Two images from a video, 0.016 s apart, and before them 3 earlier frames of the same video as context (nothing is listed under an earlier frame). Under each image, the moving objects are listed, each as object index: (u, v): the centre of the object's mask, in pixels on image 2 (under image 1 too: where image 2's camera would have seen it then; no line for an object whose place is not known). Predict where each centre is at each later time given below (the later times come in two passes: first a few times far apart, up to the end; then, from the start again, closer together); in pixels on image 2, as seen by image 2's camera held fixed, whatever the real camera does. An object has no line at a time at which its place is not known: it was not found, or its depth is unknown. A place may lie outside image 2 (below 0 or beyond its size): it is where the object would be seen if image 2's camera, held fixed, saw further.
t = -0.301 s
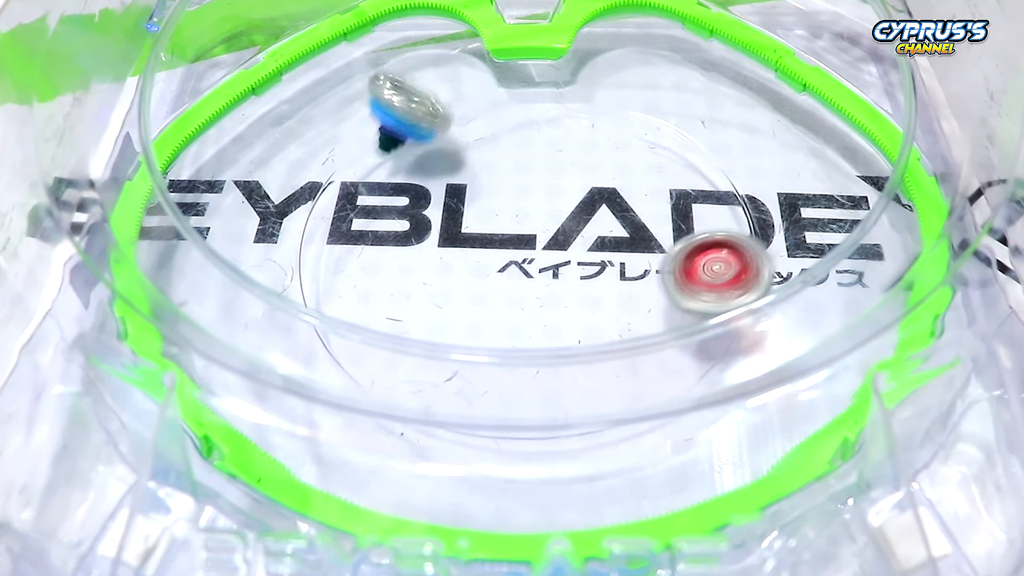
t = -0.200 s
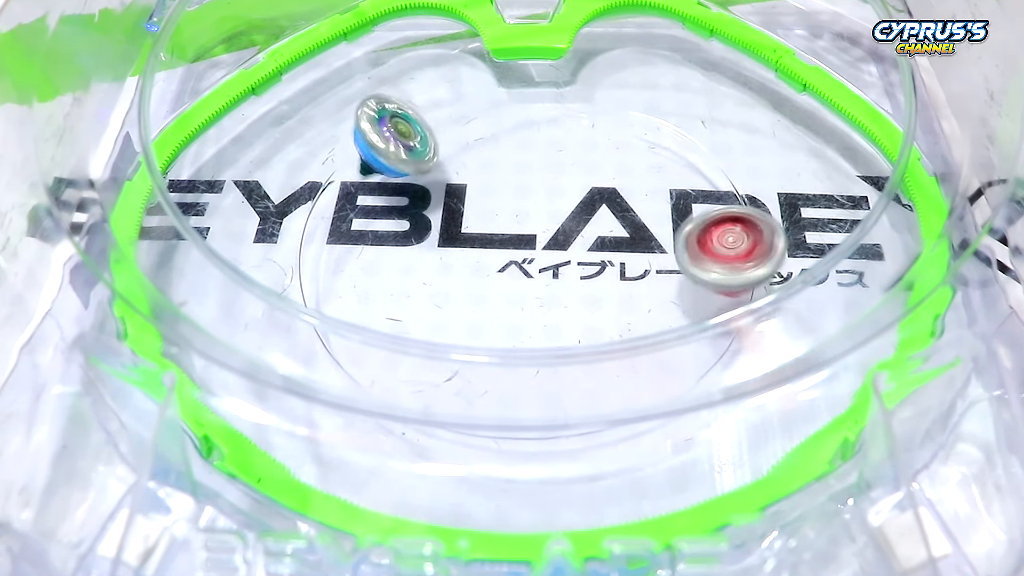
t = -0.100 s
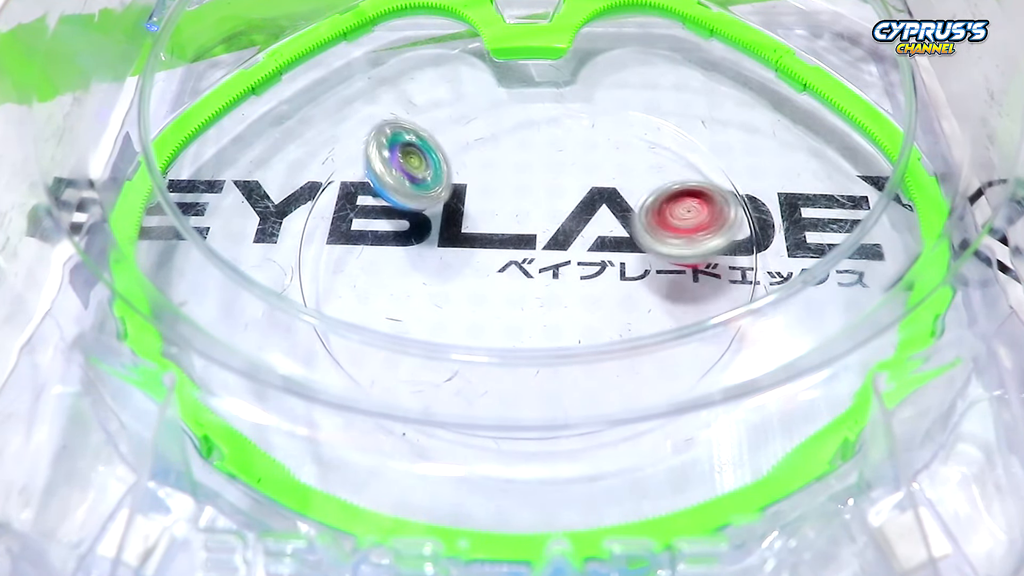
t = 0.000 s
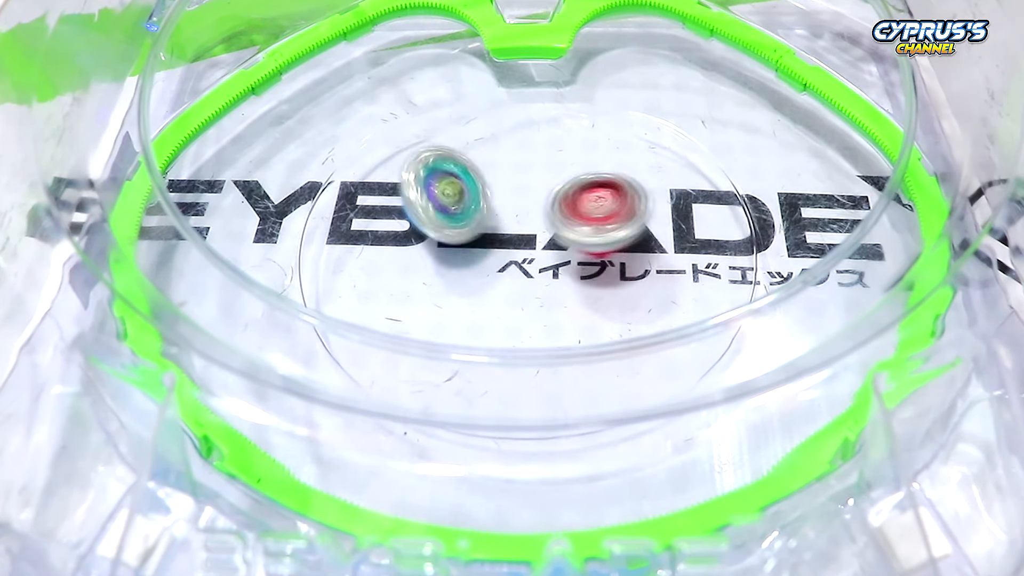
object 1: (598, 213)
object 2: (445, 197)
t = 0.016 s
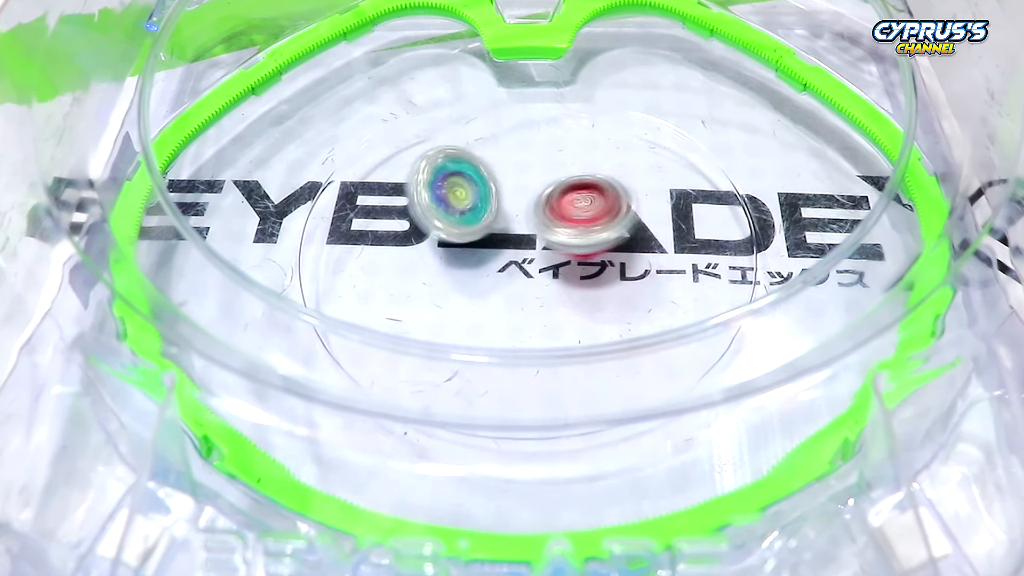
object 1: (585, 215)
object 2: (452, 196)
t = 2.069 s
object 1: (612, 102)
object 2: (539, 244)
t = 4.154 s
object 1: (549, 114)
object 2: (562, 212)
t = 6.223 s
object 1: (486, 116)
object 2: (541, 251)
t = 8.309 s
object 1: (603, 134)
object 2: (523, 215)
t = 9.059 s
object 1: (584, 314)
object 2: (505, 165)
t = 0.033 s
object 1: (568, 216)
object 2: (463, 196)
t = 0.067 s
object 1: (548, 226)
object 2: (470, 193)
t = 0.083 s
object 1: (546, 236)
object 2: (471, 182)
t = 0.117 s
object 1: (543, 269)
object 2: (472, 168)
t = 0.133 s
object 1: (541, 281)
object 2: (476, 159)
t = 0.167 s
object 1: (543, 301)
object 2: (486, 148)
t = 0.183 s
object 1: (546, 309)
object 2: (495, 141)
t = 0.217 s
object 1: (553, 318)
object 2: (511, 139)
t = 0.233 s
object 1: (557, 322)
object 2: (519, 137)
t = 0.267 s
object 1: (569, 347)
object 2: (535, 138)
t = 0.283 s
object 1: (577, 366)
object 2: (542, 140)
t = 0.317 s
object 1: (590, 372)
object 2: (557, 145)
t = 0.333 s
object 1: (598, 378)
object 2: (565, 146)
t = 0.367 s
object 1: (611, 373)
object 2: (579, 154)
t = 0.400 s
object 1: (620, 361)
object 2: (592, 160)
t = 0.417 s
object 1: (622, 342)
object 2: (598, 166)
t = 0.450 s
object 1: (621, 338)
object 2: (609, 175)
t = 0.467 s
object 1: (619, 329)
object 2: (613, 180)
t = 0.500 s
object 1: (611, 314)
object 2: (623, 190)
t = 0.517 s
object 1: (609, 311)
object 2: (628, 197)
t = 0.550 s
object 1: (599, 302)
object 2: (633, 208)
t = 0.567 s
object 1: (592, 296)
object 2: (637, 212)
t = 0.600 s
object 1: (570, 284)
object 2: (647, 224)
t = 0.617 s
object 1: (548, 284)
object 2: (653, 226)
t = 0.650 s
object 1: (512, 280)
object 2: (667, 229)
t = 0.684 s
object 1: (480, 277)
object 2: (675, 237)
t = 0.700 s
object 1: (466, 276)
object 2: (676, 238)
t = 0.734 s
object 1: (440, 275)
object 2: (673, 244)
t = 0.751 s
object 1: (428, 274)
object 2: (670, 248)
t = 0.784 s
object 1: (406, 273)
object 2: (662, 254)
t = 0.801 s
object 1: (394, 273)
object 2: (657, 256)
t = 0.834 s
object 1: (375, 272)
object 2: (644, 262)
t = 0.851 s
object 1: (368, 272)
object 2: (637, 264)
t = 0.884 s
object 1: (349, 271)
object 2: (620, 270)
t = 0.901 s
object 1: (340, 269)
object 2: (610, 272)
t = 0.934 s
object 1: (323, 266)
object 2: (589, 278)
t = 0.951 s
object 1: (315, 264)
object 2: (578, 280)
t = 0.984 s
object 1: (316, 262)
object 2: (554, 284)
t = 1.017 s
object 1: (320, 258)
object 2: (530, 286)
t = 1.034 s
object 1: (322, 256)
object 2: (518, 286)
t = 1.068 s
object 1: (323, 249)
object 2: (496, 284)
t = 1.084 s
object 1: (322, 244)
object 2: (484, 280)
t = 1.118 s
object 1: (322, 236)
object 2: (464, 275)
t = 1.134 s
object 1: (323, 232)
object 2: (454, 273)
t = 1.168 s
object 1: (326, 224)
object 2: (437, 266)
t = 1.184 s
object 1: (328, 220)
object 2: (431, 261)
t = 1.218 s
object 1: (314, 204)
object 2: (446, 260)
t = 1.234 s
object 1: (310, 198)
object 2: (455, 259)
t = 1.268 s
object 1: (318, 188)
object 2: (470, 259)
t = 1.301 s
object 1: (326, 180)
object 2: (484, 257)
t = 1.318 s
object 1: (331, 176)
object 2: (489, 257)
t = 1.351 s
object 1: (338, 169)
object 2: (499, 255)
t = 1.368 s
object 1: (340, 167)
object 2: (503, 252)
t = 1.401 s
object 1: (346, 160)
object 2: (510, 247)
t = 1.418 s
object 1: (350, 156)
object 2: (515, 243)
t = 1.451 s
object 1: (358, 147)
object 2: (523, 237)
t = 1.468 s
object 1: (362, 141)
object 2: (527, 234)
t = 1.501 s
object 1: (374, 131)
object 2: (535, 228)
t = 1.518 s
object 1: (381, 128)
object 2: (538, 226)
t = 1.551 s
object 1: (395, 119)
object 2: (547, 221)
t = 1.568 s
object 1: (400, 115)
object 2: (550, 219)
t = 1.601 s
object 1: (414, 107)
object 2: (558, 217)
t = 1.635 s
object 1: (429, 100)
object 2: (564, 215)
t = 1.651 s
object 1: (438, 97)
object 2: (568, 214)
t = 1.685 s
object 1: (454, 91)
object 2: (573, 214)
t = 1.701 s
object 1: (460, 88)
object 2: (575, 214)
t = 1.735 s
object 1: (475, 84)
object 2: (578, 216)
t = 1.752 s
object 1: (483, 82)
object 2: (578, 216)
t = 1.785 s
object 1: (496, 80)
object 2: (578, 218)
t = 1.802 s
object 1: (502, 79)
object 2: (577, 218)
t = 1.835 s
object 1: (517, 79)
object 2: (575, 219)
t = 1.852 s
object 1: (525, 79)
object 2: (574, 220)
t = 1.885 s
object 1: (541, 80)
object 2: (571, 222)
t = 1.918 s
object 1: (556, 81)
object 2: (566, 224)
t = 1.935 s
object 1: (562, 82)
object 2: (564, 226)
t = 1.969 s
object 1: (575, 85)
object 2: (558, 229)
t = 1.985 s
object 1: (583, 87)
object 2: (555, 231)
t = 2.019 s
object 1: (595, 91)
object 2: (549, 236)
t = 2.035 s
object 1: (601, 95)
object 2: (546, 237)
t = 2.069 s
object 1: (612, 102)
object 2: (539, 244)
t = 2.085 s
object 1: (619, 106)
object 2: (536, 245)
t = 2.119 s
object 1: (632, 114)
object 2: (529, 248)
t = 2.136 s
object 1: (635, 119)
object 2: (525, 251)
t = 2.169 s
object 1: (646, 128)
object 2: (516, 254)
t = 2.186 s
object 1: (652, 133)
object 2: (512, 255)
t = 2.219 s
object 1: (660, 144)
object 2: (504, 256)
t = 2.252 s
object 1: (667, 156)
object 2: (496, 256)
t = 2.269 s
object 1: (670, 163)
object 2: (492, 254)
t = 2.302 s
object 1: (674, 175)
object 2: (486, 253)
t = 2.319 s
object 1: (677, 182)
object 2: (484, 250)
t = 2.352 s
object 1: (682, 195)
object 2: (480, 246)
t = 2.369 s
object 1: (683, 203)
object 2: (479, 245)
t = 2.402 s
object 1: (687, 215)
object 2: (477, 240)
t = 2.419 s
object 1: (689, 220)
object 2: (478, 238)
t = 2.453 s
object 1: (690, 232)
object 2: (479, 232)
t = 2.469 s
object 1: (689, 240)
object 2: (481, 229)
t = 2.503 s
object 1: (688, 251)
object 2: (484, 223)
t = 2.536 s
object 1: (684, 263)
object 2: (487, 216)
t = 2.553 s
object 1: (681, 267)
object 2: (489, 213)
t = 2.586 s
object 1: (674, 279)
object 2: (491, 207)
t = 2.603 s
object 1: (672, 282)
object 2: (493, 203)
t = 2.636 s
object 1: (662, 292)
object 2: (497, 198)
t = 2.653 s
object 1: (656, 295)
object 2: (500, 195)
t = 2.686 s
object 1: (643, 302)
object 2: (505, 191)
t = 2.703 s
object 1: (638, 306)
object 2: (508, 190)
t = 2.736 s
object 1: (624, 310)
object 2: (516, 186)
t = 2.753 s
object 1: (615, 313)
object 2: (518, 185)
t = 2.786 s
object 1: (600, 316)
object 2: (525, 183)
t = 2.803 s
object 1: (593, 317)
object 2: (529, 183)
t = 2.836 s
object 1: (578, 319)
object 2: (536, 183)
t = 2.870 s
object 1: (559, 321)
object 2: (543, 185)
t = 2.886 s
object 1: (550, 322)
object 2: (546, 186)
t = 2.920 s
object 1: (532, 322)
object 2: (552, 189)
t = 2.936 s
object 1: (523, 322)
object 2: (555, 190)
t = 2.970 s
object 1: (506, 322)
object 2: (559, 194)
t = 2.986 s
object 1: (499, 321)
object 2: (562, 196)
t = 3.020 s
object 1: (481, 318)
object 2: (566, 201)
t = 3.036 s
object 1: (472, 317)
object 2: (568, 205)
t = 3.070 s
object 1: (456, 313)
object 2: (571, 210)
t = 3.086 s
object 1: (450, 311)
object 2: (572, 213)
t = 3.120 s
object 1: (435, 307)
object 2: (573, 220)
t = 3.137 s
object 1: (428, 304)
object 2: (572, 222)
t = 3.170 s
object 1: (417, 298)
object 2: (570, 230)
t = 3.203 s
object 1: (407, 292)
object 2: (566, 236)
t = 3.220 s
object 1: (402, 289)
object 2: (563, 240)
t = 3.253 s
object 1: (396, 279)
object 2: (556, 245)
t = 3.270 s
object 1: (394, 275)
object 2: (552, 248)
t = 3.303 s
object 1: (390, 264)
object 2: (544, 254)
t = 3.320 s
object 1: (388, 260)
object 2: (539, 254)
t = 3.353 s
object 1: (387, 248)
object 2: (530, 259)
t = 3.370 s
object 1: (386, 242)
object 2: (525, 259)
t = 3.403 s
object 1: (385, 231)
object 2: (517, 260)
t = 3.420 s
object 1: (386, 226)
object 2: (512, 261)
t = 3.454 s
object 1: (387, 216)
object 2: (503, 259)
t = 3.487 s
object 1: (389, 206)
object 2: (495, 256)
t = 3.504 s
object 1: (391, 202)
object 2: (492, 255)
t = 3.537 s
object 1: (396, 191)
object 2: (488, 249)
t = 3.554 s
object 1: (399, 185)
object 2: (485, 248)
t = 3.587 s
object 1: (405, 175)
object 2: (482, 241)
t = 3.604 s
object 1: (410, 172)
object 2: (481, 239)
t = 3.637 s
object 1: (416, 161)
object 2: (481, 233)
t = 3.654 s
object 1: (419, 157)
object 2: (482, 230)
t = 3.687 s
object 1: (426, 150)
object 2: (483, 223)
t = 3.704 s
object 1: (431, 145)
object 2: (484, 220)
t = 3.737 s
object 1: (439, 137)
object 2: (488, 214)
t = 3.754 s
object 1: (444, 135)
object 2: (490, 211)
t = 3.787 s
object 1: (454, 129)
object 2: (493, 206)
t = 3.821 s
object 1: (464, 124)
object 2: (498, 202)
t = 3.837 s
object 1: (469, 121)
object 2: (502, 203)
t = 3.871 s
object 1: (479, 114)
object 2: (510, 201)
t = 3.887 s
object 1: (483, 110)
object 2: (513, 201)
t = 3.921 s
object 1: (491, 105)
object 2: (521, 199)
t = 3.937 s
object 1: (497, 102)
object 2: (525, 199)
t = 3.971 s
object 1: (505, 99)
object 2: (533, 199)
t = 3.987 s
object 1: (509, 98)
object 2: (537, 199)
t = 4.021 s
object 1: (516, 98)
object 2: (544, 201)
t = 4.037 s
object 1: (520, 98)
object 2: (547, 201)
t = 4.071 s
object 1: (526, 101)
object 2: (551, 203)
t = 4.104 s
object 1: (535, 105)
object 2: (557, 207)
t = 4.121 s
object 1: (540, 108)
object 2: (558, 208)
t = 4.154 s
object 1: (549, 114)
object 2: (562, 212)
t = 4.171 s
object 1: (555, 119)
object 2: (562, 215)
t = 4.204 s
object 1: (565, 126)
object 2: (563, 220)
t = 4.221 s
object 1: (568, 130)
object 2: (562, 222)
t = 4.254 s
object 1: (580, 139)
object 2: (560, 228)
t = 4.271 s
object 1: (586, 144)
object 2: (558, 230)
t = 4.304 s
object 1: (597, 155)
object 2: (554, 237)
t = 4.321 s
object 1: (603, 160)
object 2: (551, 239)
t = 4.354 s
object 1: (617, 167)
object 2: (541, 249)
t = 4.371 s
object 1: (623, 170)
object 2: (536, 251)
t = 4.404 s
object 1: (636, 176)
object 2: (525, 258)
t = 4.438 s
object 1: (648, 181)
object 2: (514, 264)
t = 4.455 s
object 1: (651, 183)
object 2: (508, 264)
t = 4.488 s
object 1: (660, 189)
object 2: (496, 267)
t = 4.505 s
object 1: (663, 191)
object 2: (490, 265)
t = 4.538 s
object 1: (667, 197)
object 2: (481, 265)
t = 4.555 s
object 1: (670, 200)
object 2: (477, 262)
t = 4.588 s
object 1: (671, 206)
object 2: (469, 260)
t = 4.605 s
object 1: (670, 209)
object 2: (465, 255)
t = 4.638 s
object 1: (667, 216)
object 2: (460, 252)
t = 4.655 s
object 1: (664, 220)
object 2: (458, 247)
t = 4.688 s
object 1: (658, 227)
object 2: (456, 243)
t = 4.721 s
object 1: (649, 236)
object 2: (456, 236)
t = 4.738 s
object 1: (644, 239)
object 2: (457, 232)
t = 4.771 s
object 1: (633, 248)
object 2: (457, 225)
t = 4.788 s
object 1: (627, 253)
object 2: (460, 222)
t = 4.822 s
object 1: (613, 262)
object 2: (463, 215)
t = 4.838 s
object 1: (606, 268)
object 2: (466, 213)
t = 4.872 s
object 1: (593, 278)
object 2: (472, 207)
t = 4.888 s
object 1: (585, 283)
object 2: (476, 204)
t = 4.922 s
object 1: (572, 294)
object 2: (485, 200)
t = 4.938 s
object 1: (566, 296)
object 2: (488, 198)
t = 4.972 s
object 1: (552, 303)
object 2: (499, 195)
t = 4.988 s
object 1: (547, 304)
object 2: (503, 193)
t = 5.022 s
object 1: (534, 310)
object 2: (516, 192)
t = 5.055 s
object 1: (522, 314)
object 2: (527, 191)
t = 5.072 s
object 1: (518, 316)
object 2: (532, 193)
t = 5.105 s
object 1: (507, 317)
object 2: (543, 194)
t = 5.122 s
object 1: (501, 318)
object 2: (547, 197)
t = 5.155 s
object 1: (495, 318)
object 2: (556, 200)
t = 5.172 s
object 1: (491, 318)
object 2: (560, 204)
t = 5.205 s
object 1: (486, 316)
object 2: (567, 209)
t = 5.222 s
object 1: (482, 314)
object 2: (570, 213)
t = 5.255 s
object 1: (476, 311)
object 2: (574, 219)
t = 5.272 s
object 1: (476, 309)
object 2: (576, 223)
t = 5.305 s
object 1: (469, 301)
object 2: (578, 230)
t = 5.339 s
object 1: (463, 294)
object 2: (578, 238)
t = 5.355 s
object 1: (461, 288)
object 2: (577, 241)
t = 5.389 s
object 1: (456, 277)
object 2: (574, 251)
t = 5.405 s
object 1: (454, 272)
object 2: (572, 253)
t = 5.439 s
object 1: (449, 260)
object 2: (566, 261)
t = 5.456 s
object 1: (446, 254)
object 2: (562, 263)
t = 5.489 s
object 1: (442, 242)
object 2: (554, 269)
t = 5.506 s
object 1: (438, 236)
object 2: (549, 270)
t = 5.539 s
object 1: (434, 223)
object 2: (538, 274)
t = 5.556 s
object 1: (432, 217)
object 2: (533, 273)
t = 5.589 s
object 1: (427, 207)
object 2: (522, 274)
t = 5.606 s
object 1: (426, 202)
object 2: (517, 272)
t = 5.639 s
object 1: (422, 191)
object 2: (507, 271)
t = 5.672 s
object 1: (420, 183)
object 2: (498, 265)
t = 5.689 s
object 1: (421, 179)
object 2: (494, 262)
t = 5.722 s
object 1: (420, 170)
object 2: (487, 254)
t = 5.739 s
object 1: (421, 168)
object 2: (485, 251)
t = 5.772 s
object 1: (422, 161)
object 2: (481, 242)
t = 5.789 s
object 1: (423, 159)
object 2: (480, 239)
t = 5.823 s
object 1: (426, 154)
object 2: (479, 228)
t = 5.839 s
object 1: (426, 149)
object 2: (483, 231)
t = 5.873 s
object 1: (425, 132)
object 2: (493, 238)
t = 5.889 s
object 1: (424, 126)
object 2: (498, 244)
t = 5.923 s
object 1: (424, 117)
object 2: (505, 248)
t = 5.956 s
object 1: (426, 108)
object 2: (512, 254)
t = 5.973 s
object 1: (426, 106)
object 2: (515, 253)
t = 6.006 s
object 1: (430, 101)
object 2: (522, 253)
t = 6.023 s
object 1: (432, 99)
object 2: (524, 254)
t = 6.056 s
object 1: (438, 97)
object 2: (532, 252)
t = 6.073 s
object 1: (440, 97)
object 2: (534, 254)
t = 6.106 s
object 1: (449, 97)
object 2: (539, 251)
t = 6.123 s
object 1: (454, 98)
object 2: (541, 252)
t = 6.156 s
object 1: (461, 102)
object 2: (542, 251)
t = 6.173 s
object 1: (467, 105)
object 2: (543, 251)
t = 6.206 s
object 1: (477, 111)
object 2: (542, 251)
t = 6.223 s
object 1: (486, 116)
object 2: (541, 251)
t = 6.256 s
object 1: (499, 123)
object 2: (540, 252)
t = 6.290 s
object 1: (513, 132)
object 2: (538, 251)
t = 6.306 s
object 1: (520, 136)
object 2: (537, 251)
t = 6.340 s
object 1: (532, 144)
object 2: (534, 248)
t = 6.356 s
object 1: (539, 148)
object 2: (533, 249)
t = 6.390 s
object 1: (550, 157)
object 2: (529, 245)
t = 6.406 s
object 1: (558, 162)
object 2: (527, 246)
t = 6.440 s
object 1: (571, 169)
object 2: (522, 245)
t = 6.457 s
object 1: (578, 173)
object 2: (520, 244)
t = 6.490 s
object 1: (590, 179)
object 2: (517, 243)
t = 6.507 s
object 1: (597, 184)
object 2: (516, 240)
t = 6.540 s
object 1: (609, 191)
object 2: (513, 238)
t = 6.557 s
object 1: (615, 196)
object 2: (514, 234)
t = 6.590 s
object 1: (627, 204)
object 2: (512, 231)
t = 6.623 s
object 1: (637, 212)
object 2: (514, 225)
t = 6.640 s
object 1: (642, 218)
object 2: (514, 224)
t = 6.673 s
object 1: (649, 226)
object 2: (516, 220)
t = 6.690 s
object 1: (653, 232)
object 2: (516, 218)
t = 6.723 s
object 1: (660, 240)
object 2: (519, 218)
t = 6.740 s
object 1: (663, 246)
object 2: (521, 216)
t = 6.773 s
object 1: (667, 253)
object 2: (525, 215)
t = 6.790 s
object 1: (667, 259)
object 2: (527, 215)
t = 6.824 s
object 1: (668, 265)
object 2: (531, 214)
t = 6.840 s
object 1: (667, 269)
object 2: (532, 215)
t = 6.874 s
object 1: (664, 275)
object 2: (536, 215)
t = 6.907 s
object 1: (656, 279)
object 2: (538, 217)
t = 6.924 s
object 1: (652, 282)
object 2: (539, 217)
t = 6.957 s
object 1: (641, 286)
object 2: (542, 220)
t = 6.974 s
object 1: (634, 290)
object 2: (542, 222)
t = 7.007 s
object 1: (618, 292)
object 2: (544, 225)
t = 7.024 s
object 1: (609, 295)
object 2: (544, 227)
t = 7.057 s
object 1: (594, 297)
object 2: (542, 228)
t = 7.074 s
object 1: (583, 298)
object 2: (542, 230)
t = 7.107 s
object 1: (567, 301)
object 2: (539, 230)
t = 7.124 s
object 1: (557, 304)
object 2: (538, 229)
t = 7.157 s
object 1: (542, 307)
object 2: (533, 228)
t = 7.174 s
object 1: (533, 308)
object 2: (531, 227)
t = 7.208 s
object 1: (518, 311)
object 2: (527, 229)
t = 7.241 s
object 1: (502, 312)
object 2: (522, 226)
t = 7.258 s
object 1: (493, 313)
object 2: (520, 227)
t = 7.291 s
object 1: (478, 312)
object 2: (518, 225)
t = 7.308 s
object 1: (469, 312)
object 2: (517, 222)
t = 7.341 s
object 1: (455, 309)
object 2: (515, 221)
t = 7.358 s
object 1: (447, 307)
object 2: (516, 218)
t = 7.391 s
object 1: (436, 303)
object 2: (516, 214)
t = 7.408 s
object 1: (428, 301)
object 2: (516, 214)
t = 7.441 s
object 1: (420, 296)
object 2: (518, 211)
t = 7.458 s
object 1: (414, 294)
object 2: (519, 210)
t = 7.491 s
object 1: (409, 288)
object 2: (521, 210)
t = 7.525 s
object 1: (403, 278)
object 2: (523, 209)
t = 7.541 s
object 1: (402, 274)
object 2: (523, 210)
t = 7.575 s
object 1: (401, 263)
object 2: (526, 210)
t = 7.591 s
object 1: (401, 258)
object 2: (528, 209)
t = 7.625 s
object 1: (401, 246)
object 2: (529, 211)
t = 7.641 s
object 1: (402, 242)
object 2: (530, 211)
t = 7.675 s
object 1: (405, 228)
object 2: (531, 213)
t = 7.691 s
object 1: (407, 224)
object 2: (531, 215)
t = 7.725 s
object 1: (411, 213)
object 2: (533, 217)
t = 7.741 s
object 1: (414, 209)
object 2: (534, 219)
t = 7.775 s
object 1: (420, 198)
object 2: (534, 223)
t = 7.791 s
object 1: (424, 194)
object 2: (534, 224)
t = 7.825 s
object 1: (432, 185)
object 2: (534, 229)
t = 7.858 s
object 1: (440, 176)
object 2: (530, 231)
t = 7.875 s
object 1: (445, 171)
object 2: (528, 234)
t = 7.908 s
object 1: (454, 164)
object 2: (524, 234)
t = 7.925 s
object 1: (461, 159)
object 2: (522, 234)
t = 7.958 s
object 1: (471, 152)
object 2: (519, 236)
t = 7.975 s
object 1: (478, 149)
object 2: (517, 233)
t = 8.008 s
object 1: (489, 143)
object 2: (513, 231)
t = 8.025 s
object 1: (497, 140)
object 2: (513, 232)
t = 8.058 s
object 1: (508, 136)
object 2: (512, 225)
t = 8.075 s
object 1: (517, 134)
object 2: (510, 225)
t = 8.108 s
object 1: (528, 132)
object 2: (513, 222)
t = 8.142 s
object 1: (542, 130)
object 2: (513, 218)
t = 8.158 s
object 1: (548, 129)
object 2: (513, 218)
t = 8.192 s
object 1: (562, 128)
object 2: (515, 217)
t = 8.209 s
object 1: (568, 128)
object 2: (516, 215)
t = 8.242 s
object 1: (581, 129)
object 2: (518, 216)
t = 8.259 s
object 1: (586, 130)
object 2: (519, 216)
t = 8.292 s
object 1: (598, 132)
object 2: (522, 214)
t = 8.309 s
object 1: (603, 134)
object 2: (523, 215)
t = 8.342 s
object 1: (611, 138)
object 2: (525, 216)
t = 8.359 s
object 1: (614, 139)
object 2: (526, 216)
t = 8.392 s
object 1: (622, 146)
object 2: (526, 218)
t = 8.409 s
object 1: (623, 150)
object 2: (527, 219)
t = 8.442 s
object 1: (628, 159)
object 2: (529, 221)
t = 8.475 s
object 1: (631, 168)
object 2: (529, 225)
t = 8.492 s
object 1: (632, 174)
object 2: (529, 227)
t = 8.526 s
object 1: (634, 183)
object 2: (530, 231)
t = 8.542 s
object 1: (634, 190)
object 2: (529, 234)
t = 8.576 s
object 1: (633, 200)
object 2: (525, 233)
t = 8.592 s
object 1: (632, 207)
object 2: (524, 235)
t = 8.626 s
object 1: (629, 216)
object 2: (520, 236)
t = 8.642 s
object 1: (627, 224)
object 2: (518, 234)
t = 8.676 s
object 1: (635, 234)
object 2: (501, 232)
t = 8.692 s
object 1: (640, 241)
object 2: (492, 230)
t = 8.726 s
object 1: (645, 250)
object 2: (480, 222)
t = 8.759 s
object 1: (648, 261)
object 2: (471, 212)
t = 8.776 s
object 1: (650, 264)
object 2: (468, 208)
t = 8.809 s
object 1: (650, 275)
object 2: (466, 198)
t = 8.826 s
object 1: (650, 278)
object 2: (465, 192)
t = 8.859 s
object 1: (646, 289)
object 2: (466, 184)
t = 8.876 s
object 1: (644, 292)
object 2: (467, 179)
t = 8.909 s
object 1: (637, 298)
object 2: (469, 172)
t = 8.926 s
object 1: (633, 301)
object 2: (473, 170)
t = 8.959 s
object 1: (622, 306)
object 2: (479, 167)
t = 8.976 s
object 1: (617, 308)
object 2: (483, 165)
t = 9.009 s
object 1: (604, 310)
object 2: (490, 163)
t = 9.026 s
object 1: (596, 313)
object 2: (495, 164)
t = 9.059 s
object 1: (584, 314)
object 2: (505, 165)
